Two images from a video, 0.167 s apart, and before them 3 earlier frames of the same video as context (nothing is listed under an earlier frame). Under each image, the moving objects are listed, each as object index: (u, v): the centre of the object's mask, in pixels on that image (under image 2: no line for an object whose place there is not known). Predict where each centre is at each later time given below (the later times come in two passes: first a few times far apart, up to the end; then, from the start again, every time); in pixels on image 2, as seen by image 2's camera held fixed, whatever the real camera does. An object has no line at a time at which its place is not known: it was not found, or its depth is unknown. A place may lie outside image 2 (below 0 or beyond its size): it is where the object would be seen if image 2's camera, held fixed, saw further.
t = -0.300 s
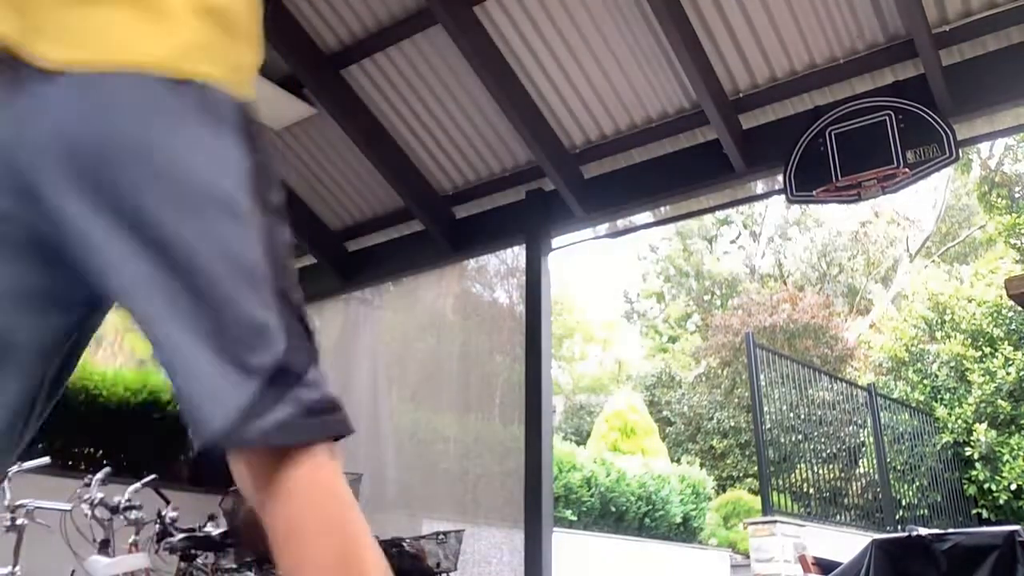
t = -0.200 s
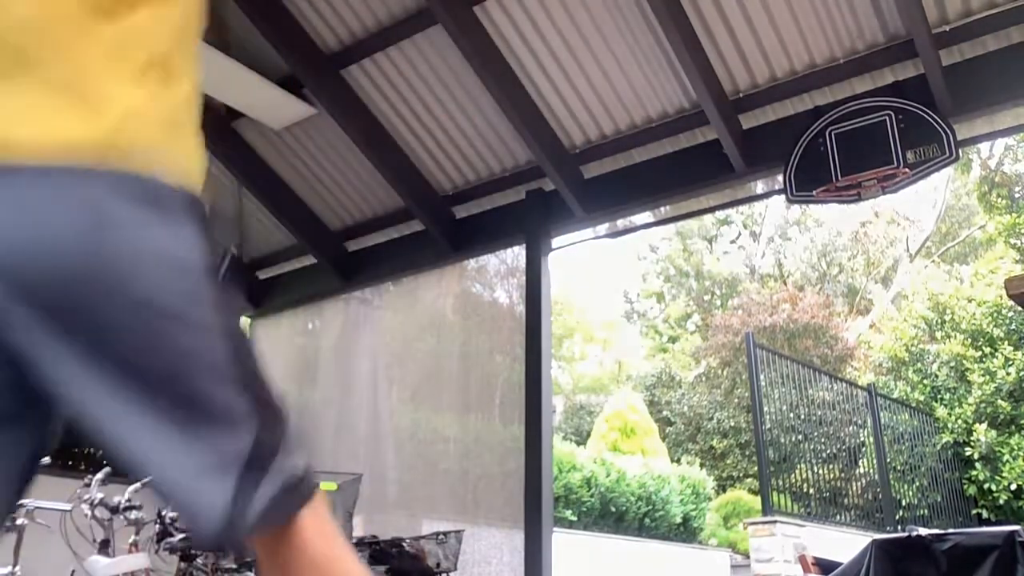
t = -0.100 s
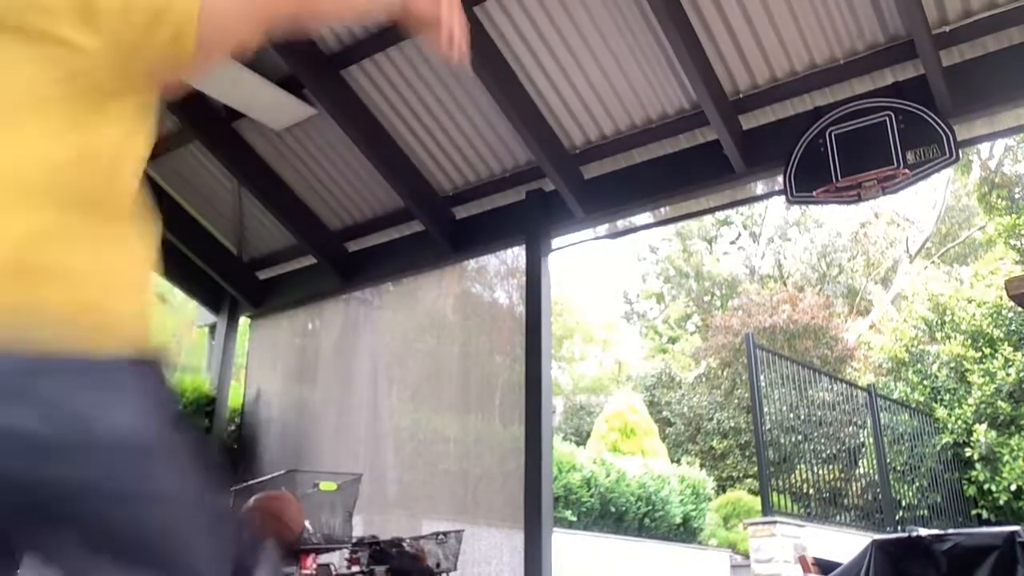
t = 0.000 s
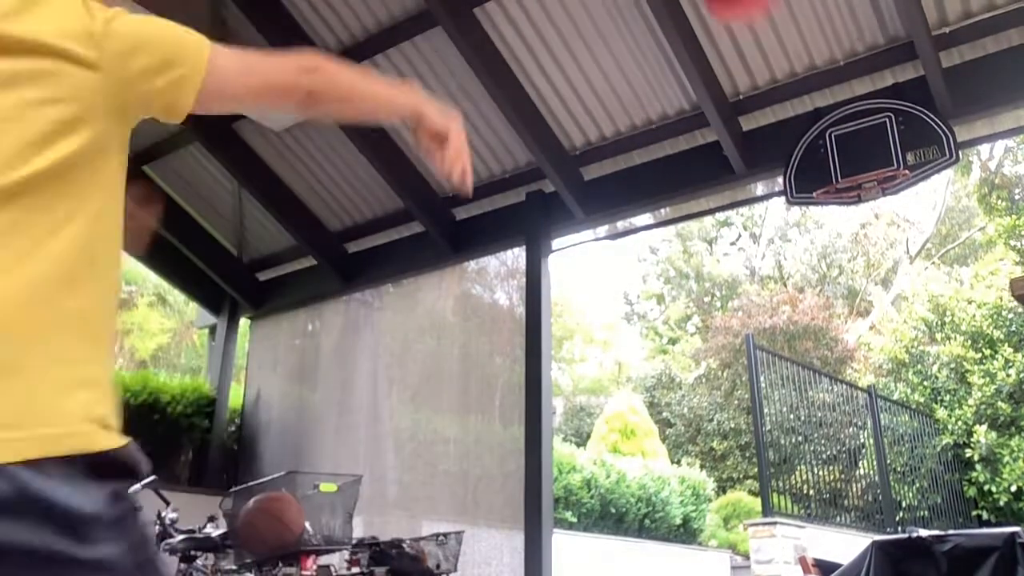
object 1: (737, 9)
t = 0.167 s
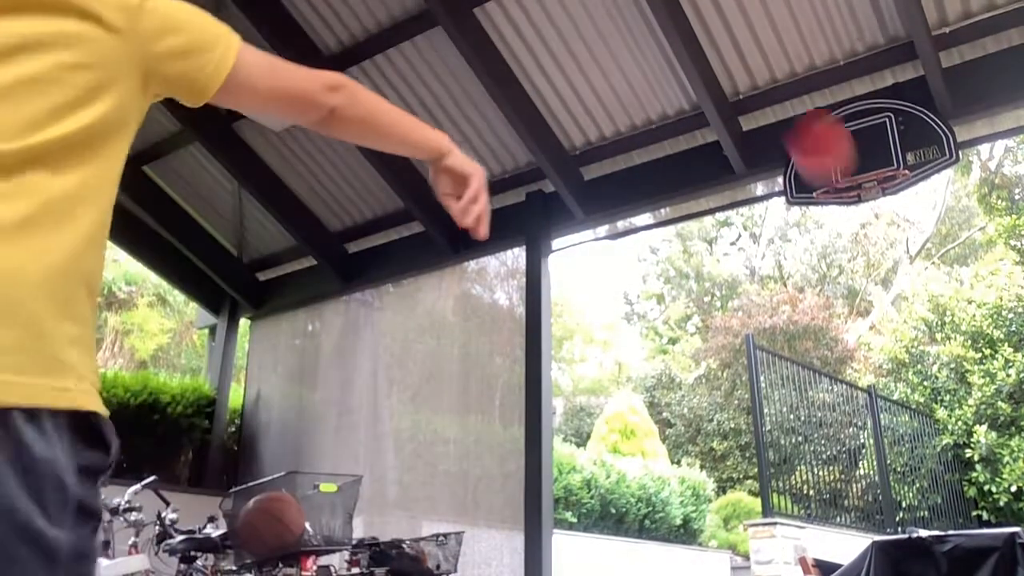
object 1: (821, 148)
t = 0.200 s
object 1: (833, 173)
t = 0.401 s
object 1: (891, 234)
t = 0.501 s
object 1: (924, 290)
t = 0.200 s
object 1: (833, 173)
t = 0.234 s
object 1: (843, 184)
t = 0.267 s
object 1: (852, 193)
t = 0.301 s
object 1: (865, 203)
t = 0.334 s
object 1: (873, 209)
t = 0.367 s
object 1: (883, 222)
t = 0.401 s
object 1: (891, 234)
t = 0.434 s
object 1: (901, 248)
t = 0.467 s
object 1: (913, 267)
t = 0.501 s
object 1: (924, 290)
